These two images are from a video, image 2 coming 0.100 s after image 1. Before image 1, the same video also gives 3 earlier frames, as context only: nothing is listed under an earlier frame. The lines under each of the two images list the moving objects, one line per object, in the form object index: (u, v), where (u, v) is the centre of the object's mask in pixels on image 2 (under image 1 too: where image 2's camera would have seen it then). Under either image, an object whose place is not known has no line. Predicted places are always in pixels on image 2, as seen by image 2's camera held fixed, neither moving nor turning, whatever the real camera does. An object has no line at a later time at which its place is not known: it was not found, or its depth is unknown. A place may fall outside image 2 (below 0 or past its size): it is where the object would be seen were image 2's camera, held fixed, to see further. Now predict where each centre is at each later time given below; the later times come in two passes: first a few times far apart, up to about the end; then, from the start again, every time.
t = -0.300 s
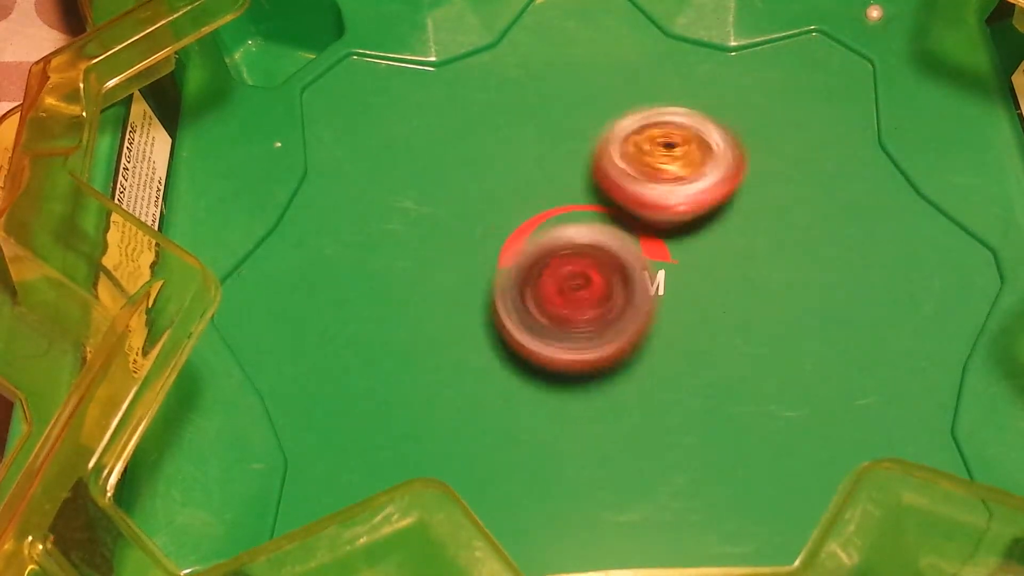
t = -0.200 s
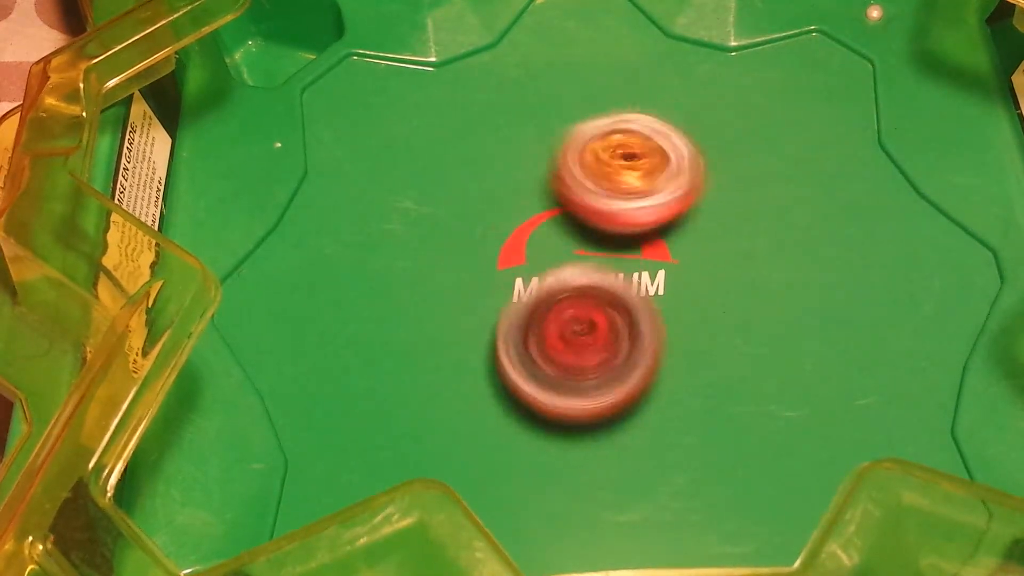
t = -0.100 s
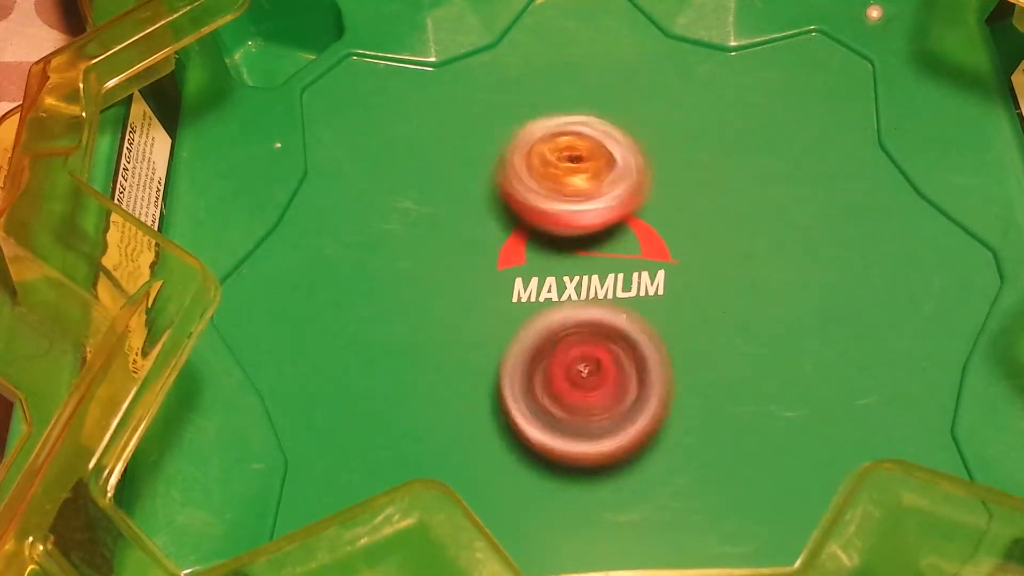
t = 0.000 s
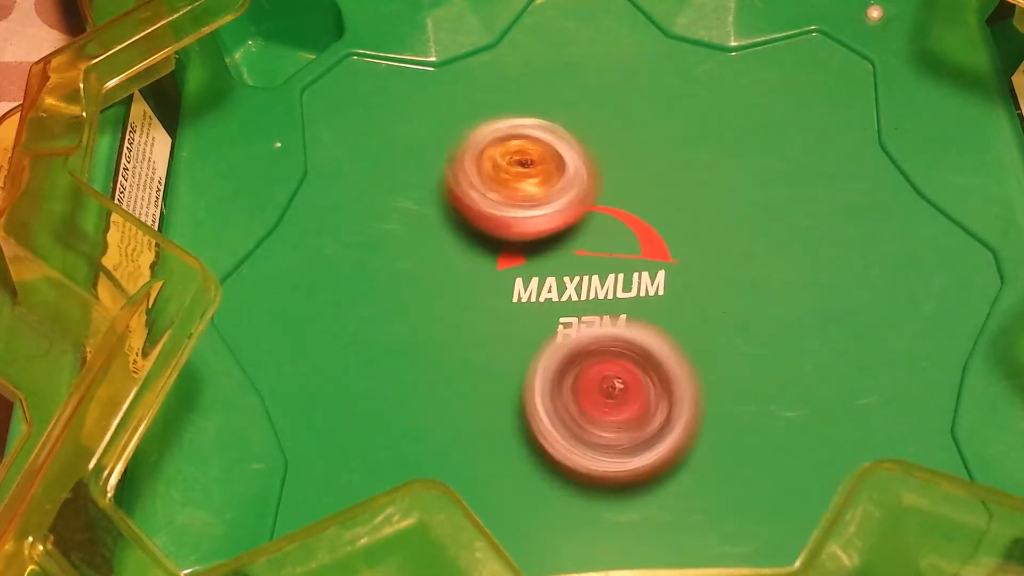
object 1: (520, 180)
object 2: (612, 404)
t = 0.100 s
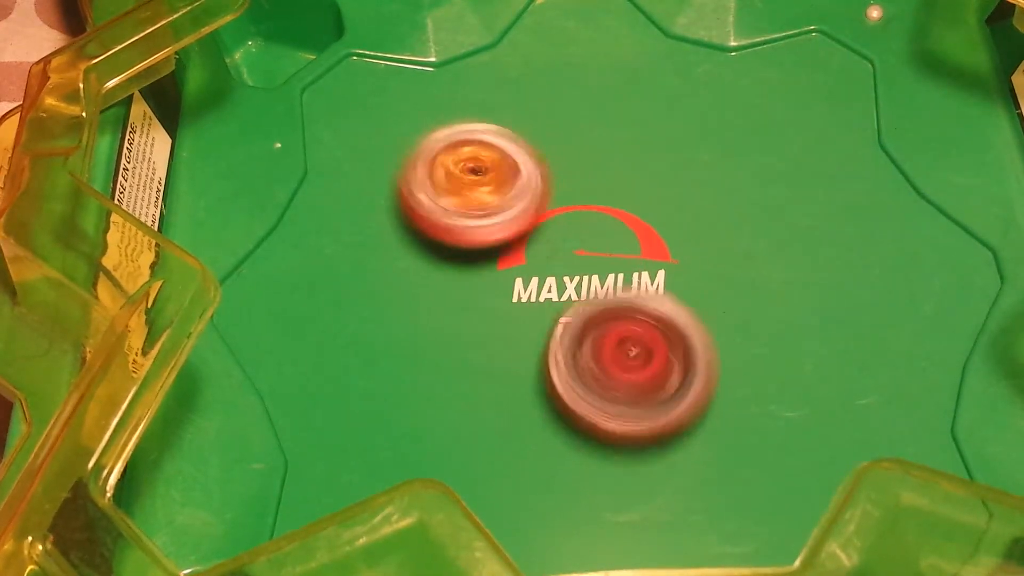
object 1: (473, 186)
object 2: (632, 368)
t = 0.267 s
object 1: (431, 206)
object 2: (643, 276)
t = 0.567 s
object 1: (443, 274)
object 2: (611, 295)
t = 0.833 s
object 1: (449, 353)
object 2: (725, 280)
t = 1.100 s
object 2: (593, 270)
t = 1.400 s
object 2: (643, 279)
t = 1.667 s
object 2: (599, 254)
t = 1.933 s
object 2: (585, 216)
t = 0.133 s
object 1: (460, 189)
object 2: (636, 349)
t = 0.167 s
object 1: (450, 193)
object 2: (640, 329)
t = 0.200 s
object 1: (441, 198)
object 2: (643, 311)
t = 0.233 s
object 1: (435, 202)
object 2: (644, 293)
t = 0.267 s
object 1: (431, 206)
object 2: (643, 276)
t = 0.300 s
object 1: (429, 213)
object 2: (637, 260)
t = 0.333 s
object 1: (427, 219)
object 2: (629, 250)
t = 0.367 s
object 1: (426, 226)
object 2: (621, 245)
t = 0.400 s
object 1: (427, 234)
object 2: (615, 246)
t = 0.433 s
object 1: (429, 240)
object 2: (615, 252)
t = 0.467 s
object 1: (432, 249)
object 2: (614, 261)
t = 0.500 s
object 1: (435, 257)
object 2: (613, 273)
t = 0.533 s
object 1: (439, 264)
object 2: (609, 284)
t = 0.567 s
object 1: (443, 274)
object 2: (611, 295)
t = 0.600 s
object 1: (438, 288)
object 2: (631, 301)
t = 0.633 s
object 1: (438, 302)
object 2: (655, 305)
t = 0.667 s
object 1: (439, 314)
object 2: (676, 308)
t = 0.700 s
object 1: (438, 323)
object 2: (695, 310)
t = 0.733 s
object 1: (439, 333)
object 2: (711, 309)
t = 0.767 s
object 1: (440, 340)
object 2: (723, 303)
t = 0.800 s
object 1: (443, 346)
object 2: (728, 292)
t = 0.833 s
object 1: (449, 353)
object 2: (725, 280)
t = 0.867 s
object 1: (453, 357)
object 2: (715, 271)
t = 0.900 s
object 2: (699, 267)
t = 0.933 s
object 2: (681, 263)
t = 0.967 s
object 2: (663, 261)
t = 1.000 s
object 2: (645, 261)
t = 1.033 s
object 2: (627, 263)
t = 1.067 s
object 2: (606, 267)
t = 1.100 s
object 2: (593, 270)
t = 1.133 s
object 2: (593, 272)
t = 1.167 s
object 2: (599, 275)
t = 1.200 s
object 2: (602, 279)
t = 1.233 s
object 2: (606, 285)
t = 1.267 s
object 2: (613, 287)
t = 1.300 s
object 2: (619, 289)
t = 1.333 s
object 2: (627, 289)
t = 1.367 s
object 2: (635, 285)
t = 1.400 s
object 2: (643, 279)
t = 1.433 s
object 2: (648, 274)
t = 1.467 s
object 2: (650, 266)
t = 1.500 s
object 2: (649, 257)
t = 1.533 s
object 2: (643, 252)
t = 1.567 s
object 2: (634, 247)
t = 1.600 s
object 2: (621, 247)
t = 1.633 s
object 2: (610, 251)
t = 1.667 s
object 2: (599, 254)
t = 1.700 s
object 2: (586, 251)
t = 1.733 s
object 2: (582, 233)
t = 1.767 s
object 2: (577, 218)
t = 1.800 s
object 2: (573, 210)
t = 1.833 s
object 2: (574, 206)
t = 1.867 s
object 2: (574, 208)
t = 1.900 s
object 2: (578, 211)
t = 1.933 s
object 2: (585, 216)
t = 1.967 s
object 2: (593, 225)
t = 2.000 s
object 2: (606, 229)
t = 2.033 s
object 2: (620, 236)
